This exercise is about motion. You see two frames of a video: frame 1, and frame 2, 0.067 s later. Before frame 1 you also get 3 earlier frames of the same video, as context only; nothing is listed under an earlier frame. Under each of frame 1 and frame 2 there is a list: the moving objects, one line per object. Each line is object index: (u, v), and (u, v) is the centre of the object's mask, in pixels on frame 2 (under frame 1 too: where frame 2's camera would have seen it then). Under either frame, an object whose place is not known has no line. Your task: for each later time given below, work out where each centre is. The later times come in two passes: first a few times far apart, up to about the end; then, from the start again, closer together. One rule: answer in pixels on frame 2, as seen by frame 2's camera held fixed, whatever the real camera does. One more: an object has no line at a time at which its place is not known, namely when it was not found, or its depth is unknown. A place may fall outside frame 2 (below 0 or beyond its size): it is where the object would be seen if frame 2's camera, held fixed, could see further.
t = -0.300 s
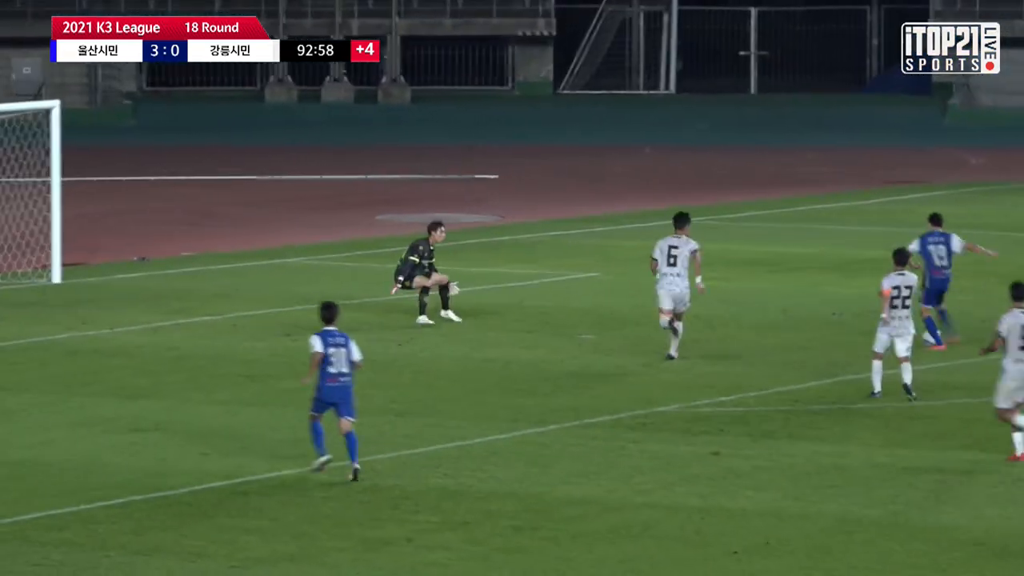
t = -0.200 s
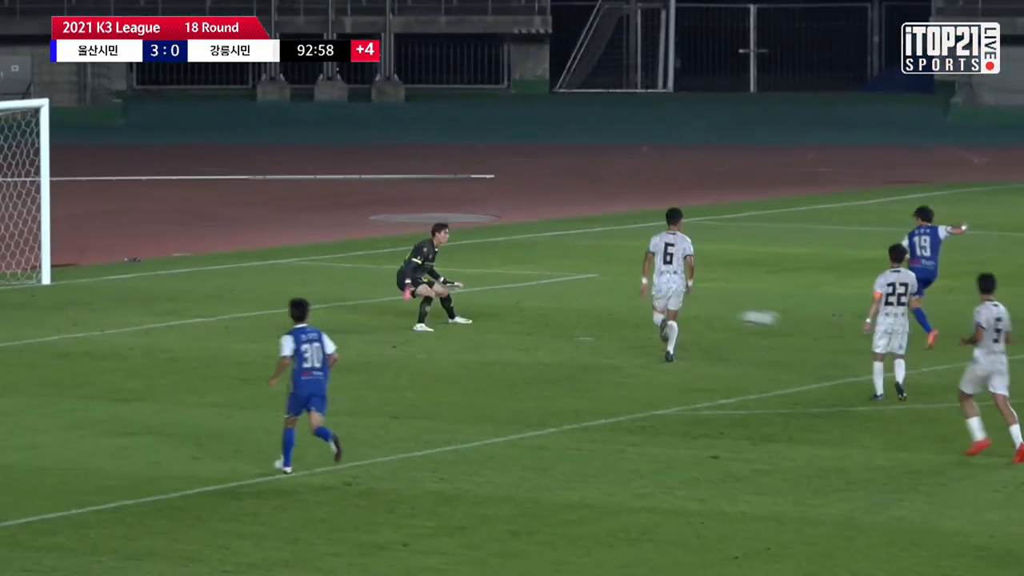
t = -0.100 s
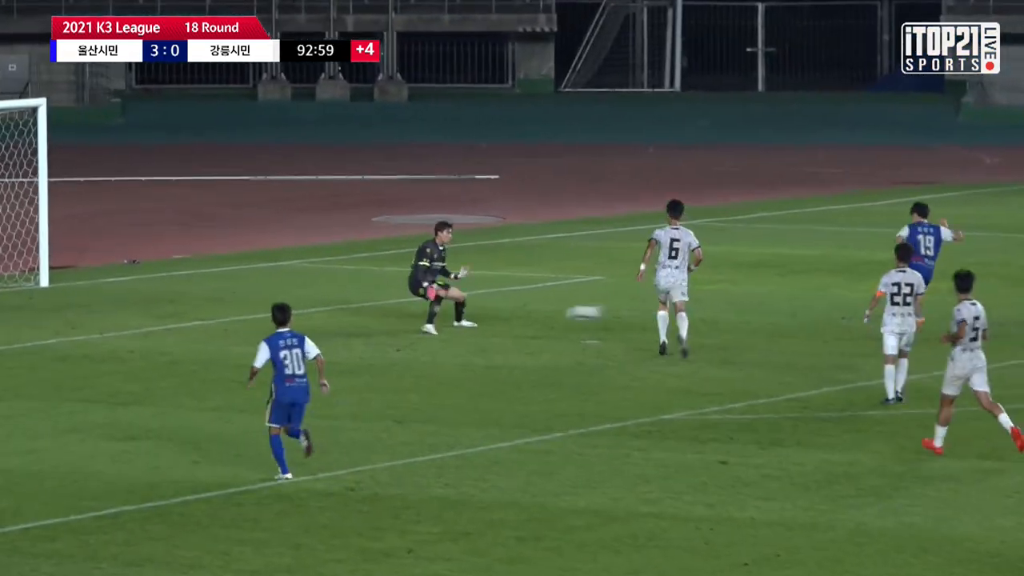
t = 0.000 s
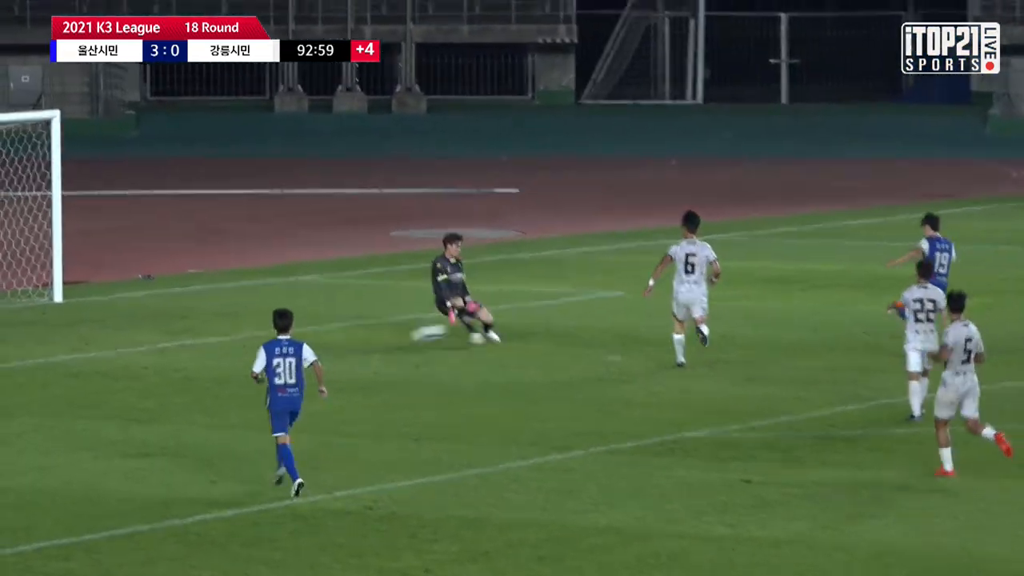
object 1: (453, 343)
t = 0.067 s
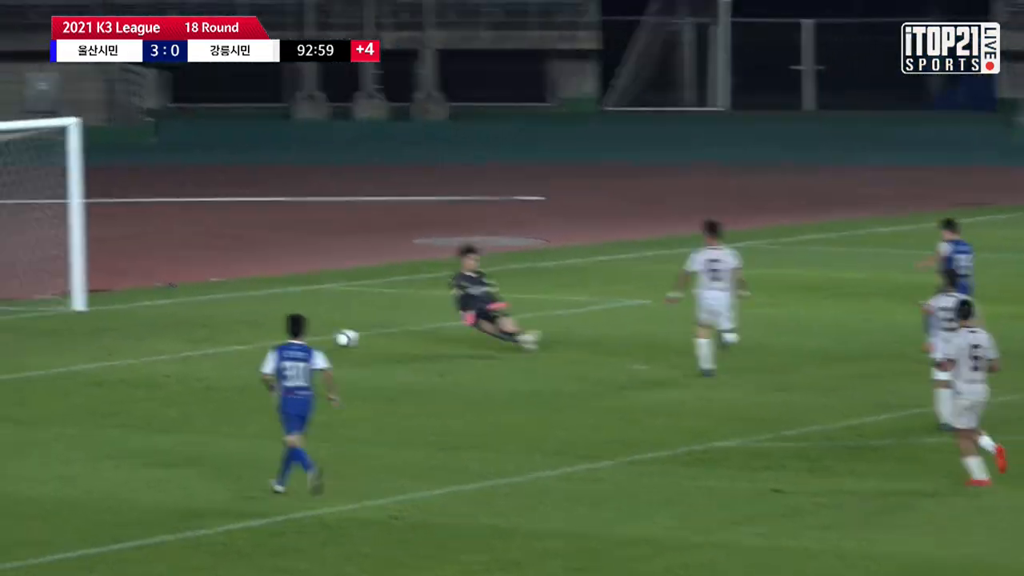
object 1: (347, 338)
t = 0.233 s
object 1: (97, 323)
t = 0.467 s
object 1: (-217, 314)
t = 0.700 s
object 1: (-413, 308)
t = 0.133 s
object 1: (246, 328)
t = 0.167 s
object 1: (195, 324)
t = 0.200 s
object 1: (148, 322)
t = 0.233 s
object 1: (97, 323)
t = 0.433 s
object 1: (-177, 316)
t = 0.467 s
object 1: (-217, 314)
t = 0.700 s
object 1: (-413, 308)
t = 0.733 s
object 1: (-421, 303)
